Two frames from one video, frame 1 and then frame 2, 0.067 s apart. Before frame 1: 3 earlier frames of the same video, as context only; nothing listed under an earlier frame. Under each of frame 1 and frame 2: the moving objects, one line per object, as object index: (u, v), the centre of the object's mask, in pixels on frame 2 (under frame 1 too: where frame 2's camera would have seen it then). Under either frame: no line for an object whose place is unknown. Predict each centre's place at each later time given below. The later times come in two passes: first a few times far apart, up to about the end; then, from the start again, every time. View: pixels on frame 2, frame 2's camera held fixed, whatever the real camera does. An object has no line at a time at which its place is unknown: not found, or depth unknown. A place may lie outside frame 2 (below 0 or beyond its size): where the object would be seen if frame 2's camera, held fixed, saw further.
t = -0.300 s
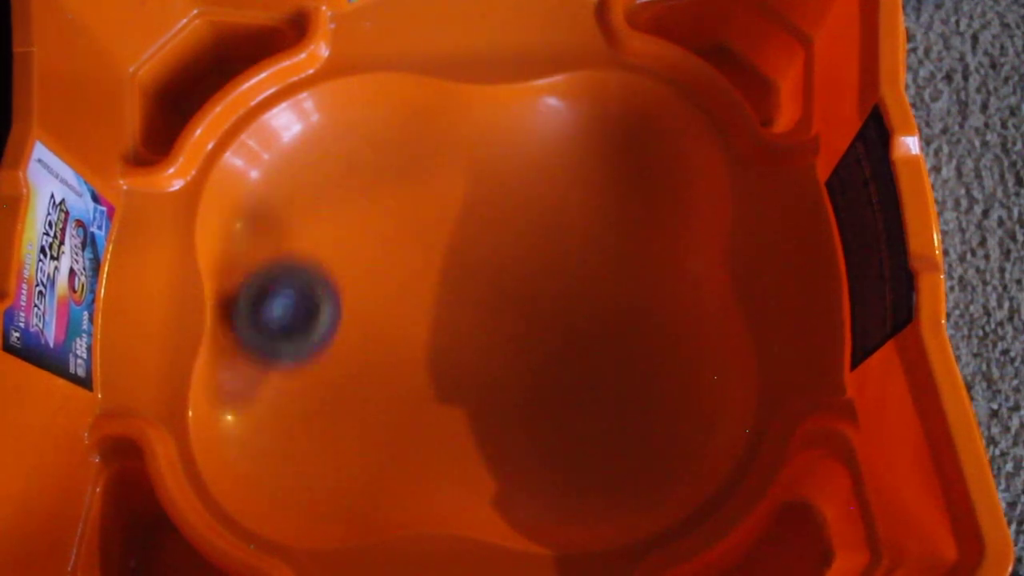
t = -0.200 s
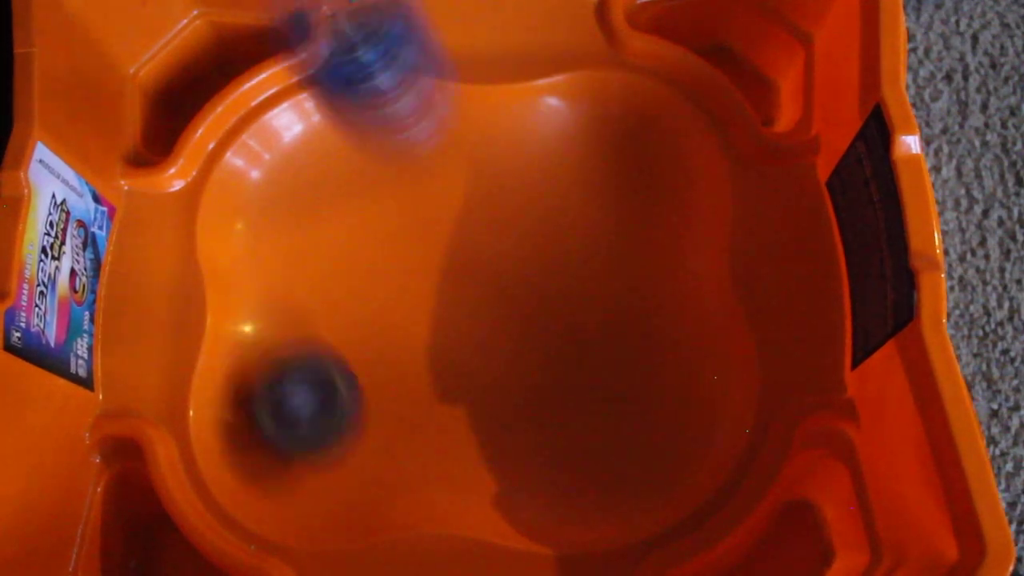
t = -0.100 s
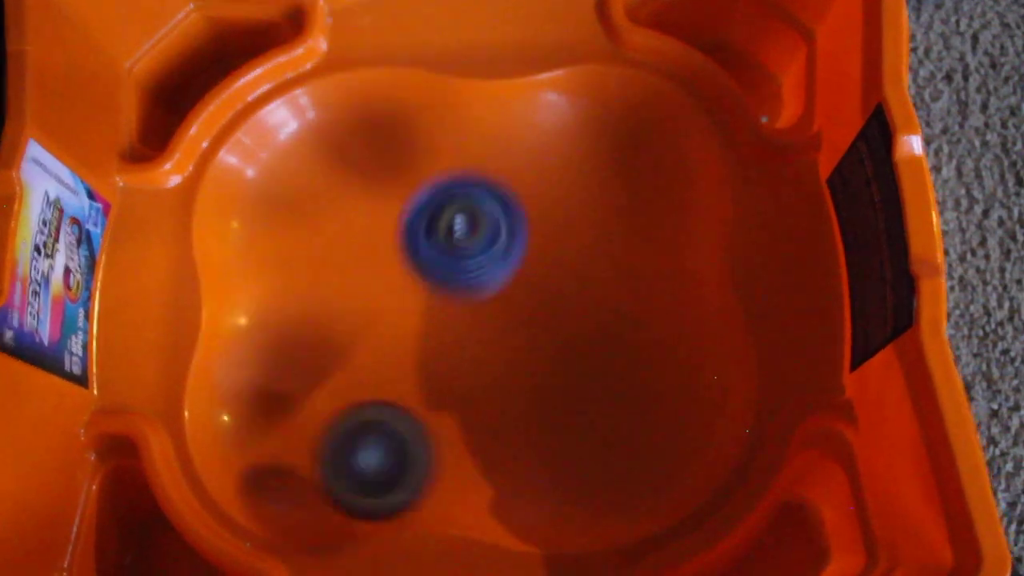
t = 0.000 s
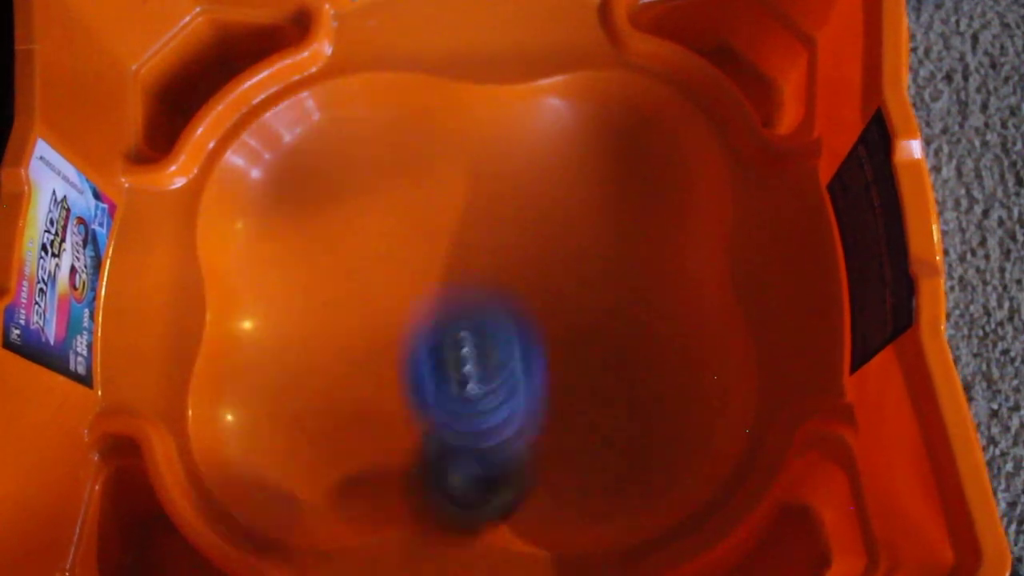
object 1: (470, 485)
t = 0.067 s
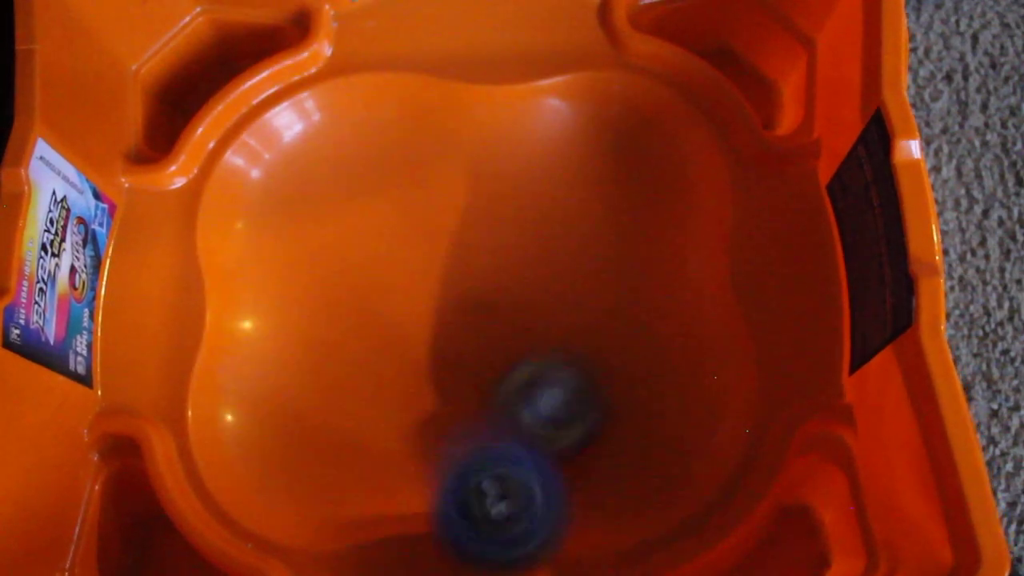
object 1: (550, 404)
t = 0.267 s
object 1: (659, 162)
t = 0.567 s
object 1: (318, 131)
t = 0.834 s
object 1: (377, 476)
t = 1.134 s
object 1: (691, 275)
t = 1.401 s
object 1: (653, 210)
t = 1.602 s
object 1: (526, 270)
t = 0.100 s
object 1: (581, 372)
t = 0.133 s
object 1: (609, 336)
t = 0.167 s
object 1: (631, 300)
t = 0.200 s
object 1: (648, 269)
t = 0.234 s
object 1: (656, 221)
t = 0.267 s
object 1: (659, 162)
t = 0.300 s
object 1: (643, 114)
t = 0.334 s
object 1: (612, 78)
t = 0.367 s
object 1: (576, 67)
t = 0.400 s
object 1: (544, 79)
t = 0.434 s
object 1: (510, 112)
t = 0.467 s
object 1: (475, 150)
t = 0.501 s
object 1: (418, 136)
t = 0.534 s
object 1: (366, 127)
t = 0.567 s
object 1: (318, 131)
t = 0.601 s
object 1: (281, 157)
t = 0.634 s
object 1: (255, 200)
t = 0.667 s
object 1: (246, 246)
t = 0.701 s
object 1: (252, 299)
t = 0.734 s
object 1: (266, 355)
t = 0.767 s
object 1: (298, 409)
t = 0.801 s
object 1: (333, 459)
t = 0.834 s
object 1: (377, 476)
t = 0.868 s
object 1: (428, 486)
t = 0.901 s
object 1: (482, 474)
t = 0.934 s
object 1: (541, 461)
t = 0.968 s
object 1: (593, 449)
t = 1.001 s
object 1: (643, 414)
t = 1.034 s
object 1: (681, 372)
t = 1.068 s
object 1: (705, 333)
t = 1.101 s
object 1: (701, 300)
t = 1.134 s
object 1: (691, 275)
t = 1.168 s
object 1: (677, 255)
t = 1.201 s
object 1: (645, 234)
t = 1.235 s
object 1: (621, 218)
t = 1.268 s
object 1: (646, 216)
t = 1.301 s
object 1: (661, 214)
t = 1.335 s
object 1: (667, 212)
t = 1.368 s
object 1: (666, 212)
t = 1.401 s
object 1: (653, 210)
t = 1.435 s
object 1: (633, 210)
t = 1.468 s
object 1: (606, 209)
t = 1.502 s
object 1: (576, 210)
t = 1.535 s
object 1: (544, 215)
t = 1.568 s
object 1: (513, 224)
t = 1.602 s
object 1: (526, 270)
